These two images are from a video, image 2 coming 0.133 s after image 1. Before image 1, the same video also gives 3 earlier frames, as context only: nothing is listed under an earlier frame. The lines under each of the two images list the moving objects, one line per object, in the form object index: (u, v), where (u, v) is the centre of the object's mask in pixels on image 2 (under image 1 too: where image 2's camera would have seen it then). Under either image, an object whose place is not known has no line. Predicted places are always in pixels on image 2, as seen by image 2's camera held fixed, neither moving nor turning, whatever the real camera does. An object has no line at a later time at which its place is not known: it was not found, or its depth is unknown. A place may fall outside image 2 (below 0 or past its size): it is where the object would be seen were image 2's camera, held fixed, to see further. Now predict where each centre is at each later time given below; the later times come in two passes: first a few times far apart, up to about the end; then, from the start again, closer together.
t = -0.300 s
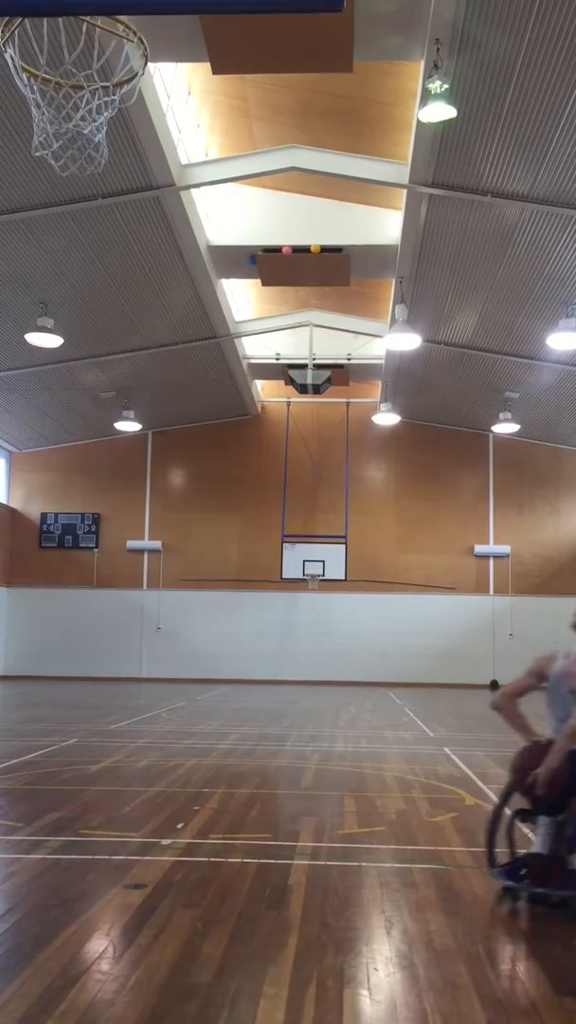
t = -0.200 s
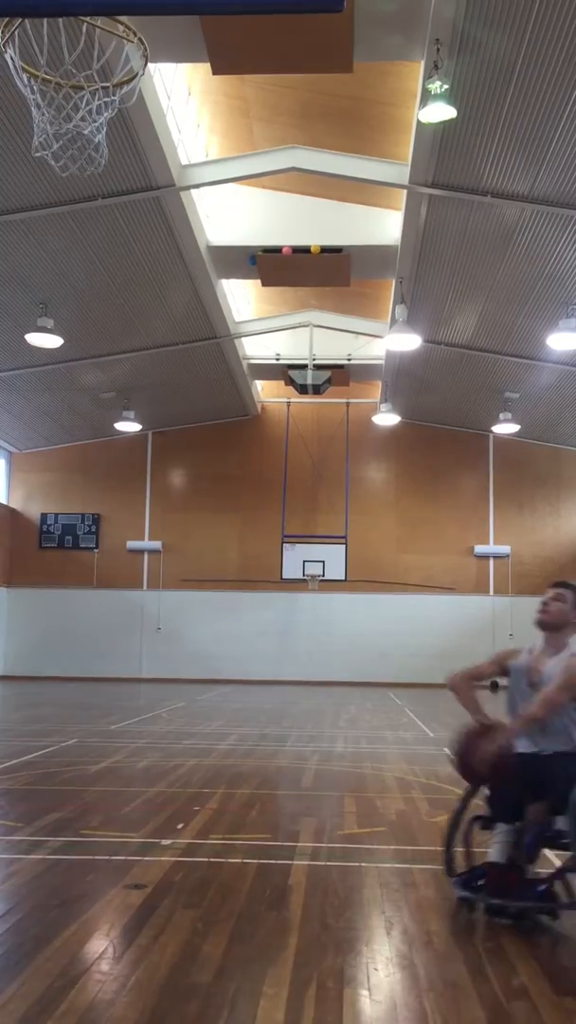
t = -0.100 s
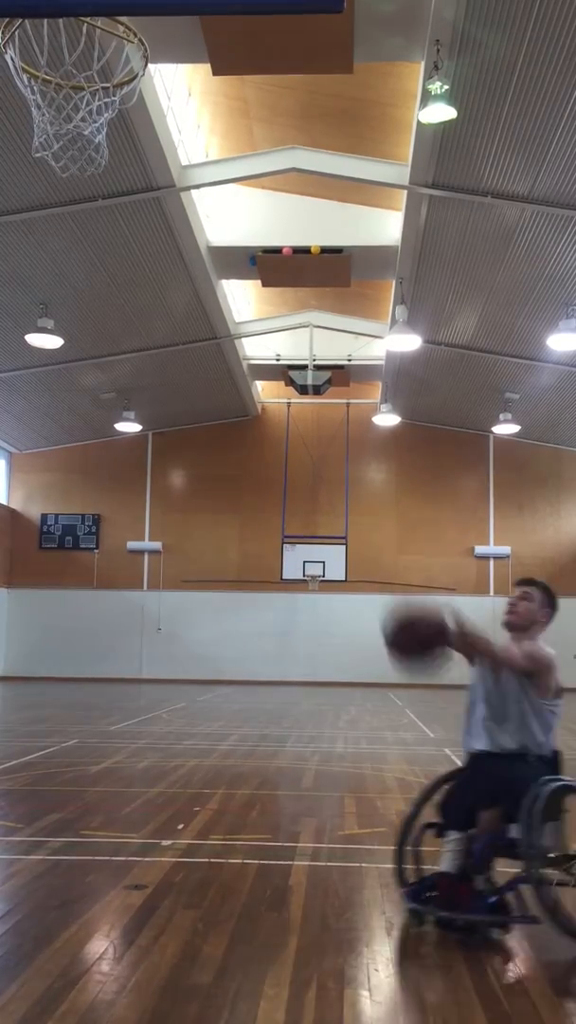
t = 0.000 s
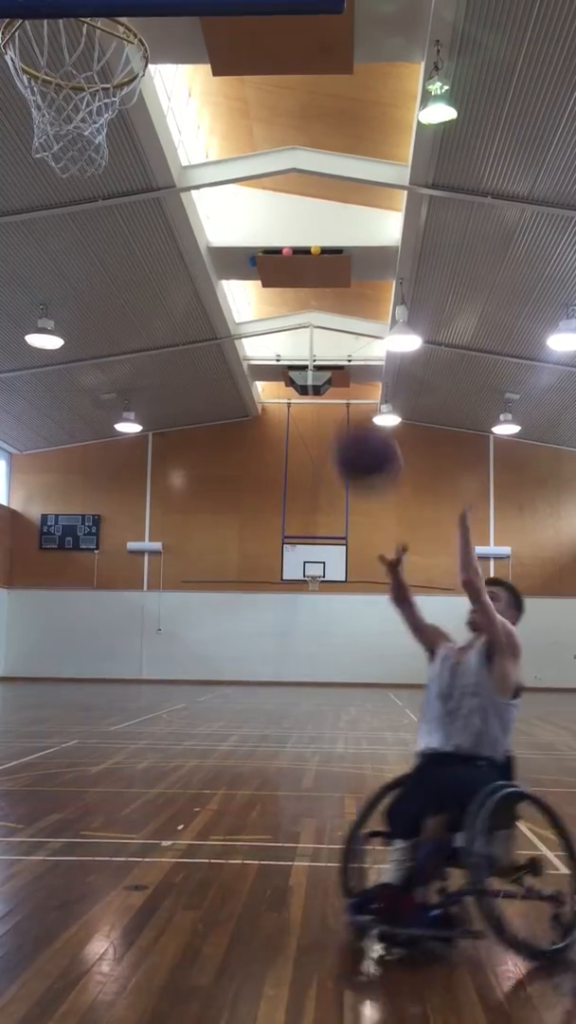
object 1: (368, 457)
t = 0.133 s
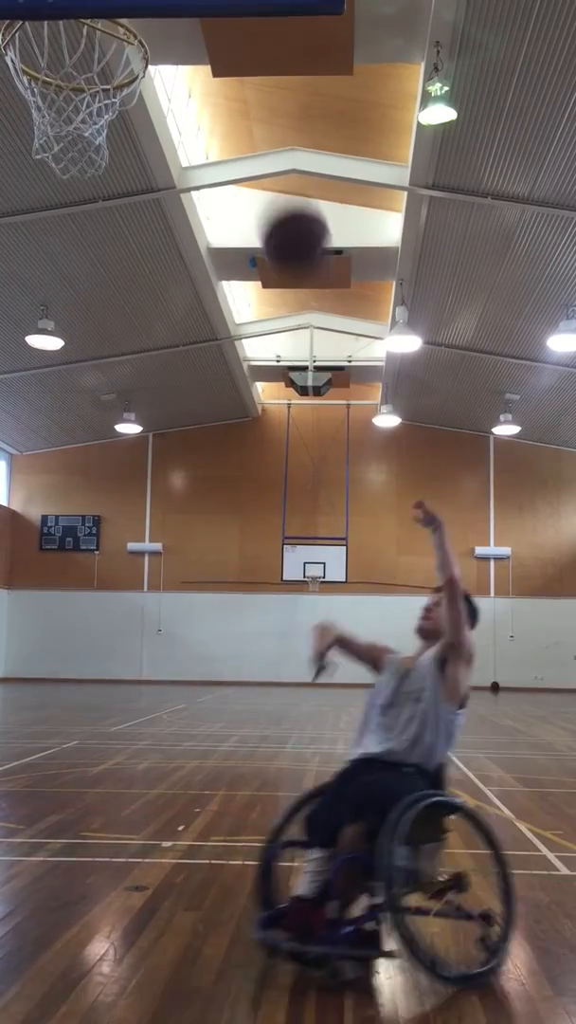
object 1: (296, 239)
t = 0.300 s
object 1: (196, 27)
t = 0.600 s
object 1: (87, 55)
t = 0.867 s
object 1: (43, 110)
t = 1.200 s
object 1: (104, 370)
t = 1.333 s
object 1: (125, 574)
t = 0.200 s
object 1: (257, 136)
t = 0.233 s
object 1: (237, 91)
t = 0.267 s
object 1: (218, 50)
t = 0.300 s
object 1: (196, 27)
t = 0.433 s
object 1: (144, 22)
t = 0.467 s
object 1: (134, 26)
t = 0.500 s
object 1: (118, 33)
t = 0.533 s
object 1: (107, 47)
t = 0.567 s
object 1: (98, 53)
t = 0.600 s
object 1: (87, 55)
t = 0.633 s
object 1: (80, 55)
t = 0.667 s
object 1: (64, 57)
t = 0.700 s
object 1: (52, 59)
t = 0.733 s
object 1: (36, 71)
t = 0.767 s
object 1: (34, 80)
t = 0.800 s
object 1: (36, 88)
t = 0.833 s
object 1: (38, 99)
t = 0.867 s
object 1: (43, 110)
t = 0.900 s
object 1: (50, 123)
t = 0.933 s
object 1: (55, 139)
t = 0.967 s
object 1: (63, 151)
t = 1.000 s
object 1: (69, 175)
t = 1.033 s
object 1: (76, 200)
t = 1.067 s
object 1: (81, 229)
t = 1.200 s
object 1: (104, 370)
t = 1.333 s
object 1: (125, 574)
